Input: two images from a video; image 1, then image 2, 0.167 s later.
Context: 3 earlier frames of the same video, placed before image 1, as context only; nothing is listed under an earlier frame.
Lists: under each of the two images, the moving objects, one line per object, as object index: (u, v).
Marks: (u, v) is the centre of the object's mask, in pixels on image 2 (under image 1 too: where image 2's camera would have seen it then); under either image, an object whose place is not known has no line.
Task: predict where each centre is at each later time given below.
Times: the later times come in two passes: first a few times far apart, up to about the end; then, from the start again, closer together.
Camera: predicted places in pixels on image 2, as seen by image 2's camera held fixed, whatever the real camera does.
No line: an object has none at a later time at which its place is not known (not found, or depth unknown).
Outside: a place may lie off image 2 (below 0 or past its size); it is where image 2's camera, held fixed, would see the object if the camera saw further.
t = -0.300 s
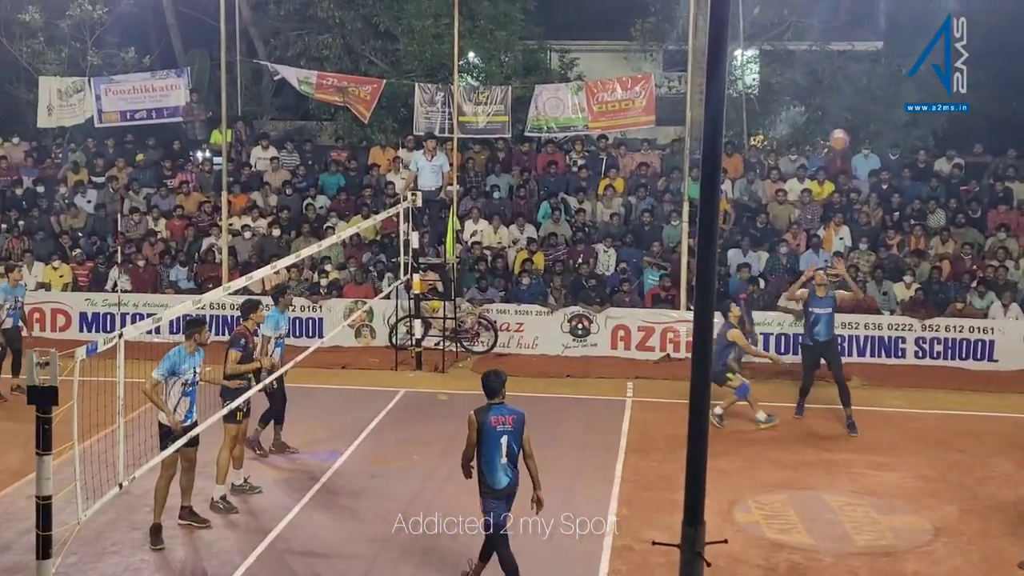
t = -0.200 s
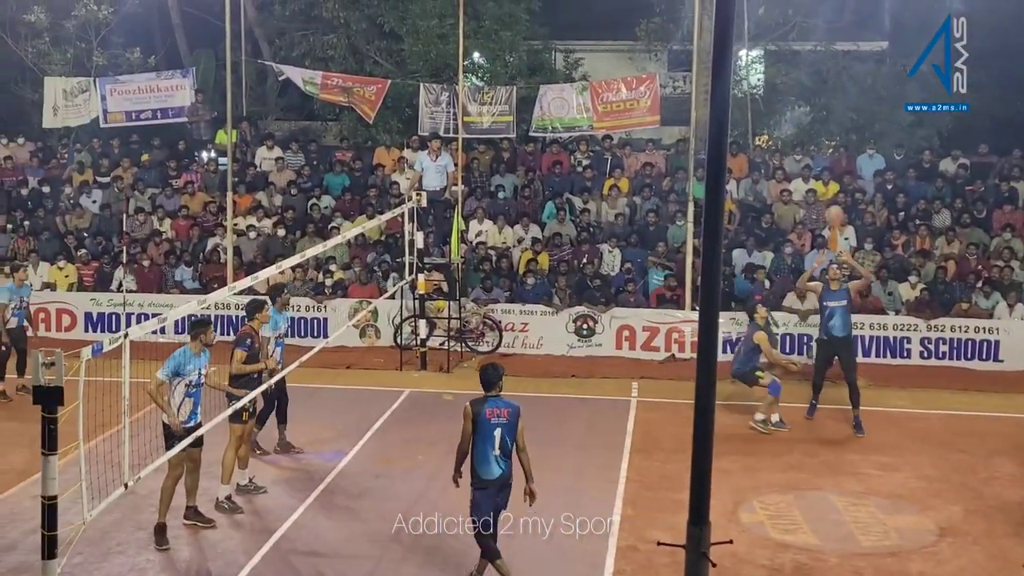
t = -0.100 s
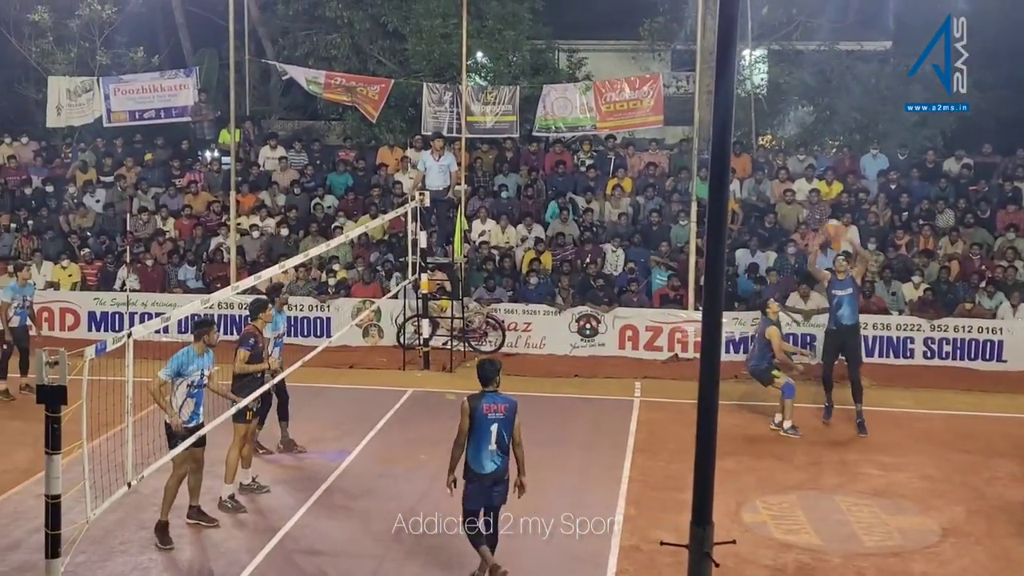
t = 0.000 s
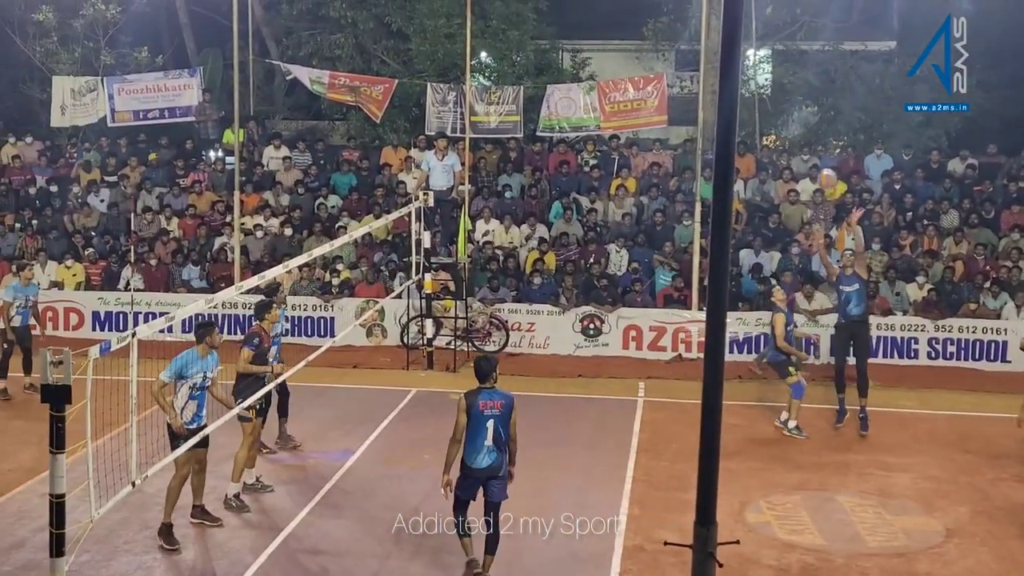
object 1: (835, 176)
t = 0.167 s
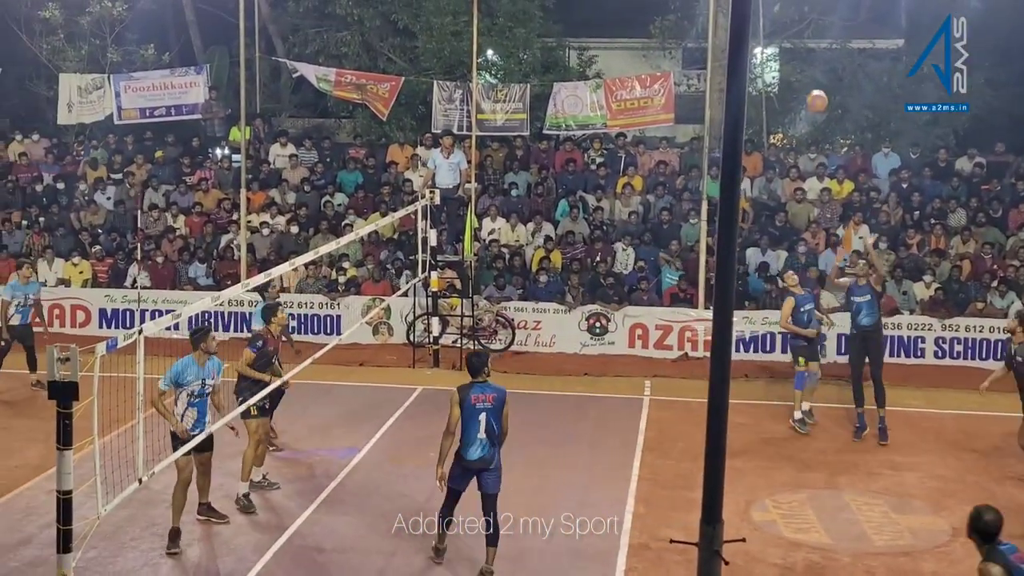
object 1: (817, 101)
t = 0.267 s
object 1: (808, 73)
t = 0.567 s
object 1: (770, 31)
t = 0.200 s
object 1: (815, 96)
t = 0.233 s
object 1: (811, 84)
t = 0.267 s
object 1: (808, 73)
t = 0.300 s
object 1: (803, 60)
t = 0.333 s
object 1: (800, 56)
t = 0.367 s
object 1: (797, 49)
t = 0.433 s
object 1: (787, 40)
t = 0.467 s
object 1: (782, 37)
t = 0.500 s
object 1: (778, 33)
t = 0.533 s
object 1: (774, 31)
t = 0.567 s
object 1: (770, 31)
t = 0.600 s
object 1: (762, 33)
